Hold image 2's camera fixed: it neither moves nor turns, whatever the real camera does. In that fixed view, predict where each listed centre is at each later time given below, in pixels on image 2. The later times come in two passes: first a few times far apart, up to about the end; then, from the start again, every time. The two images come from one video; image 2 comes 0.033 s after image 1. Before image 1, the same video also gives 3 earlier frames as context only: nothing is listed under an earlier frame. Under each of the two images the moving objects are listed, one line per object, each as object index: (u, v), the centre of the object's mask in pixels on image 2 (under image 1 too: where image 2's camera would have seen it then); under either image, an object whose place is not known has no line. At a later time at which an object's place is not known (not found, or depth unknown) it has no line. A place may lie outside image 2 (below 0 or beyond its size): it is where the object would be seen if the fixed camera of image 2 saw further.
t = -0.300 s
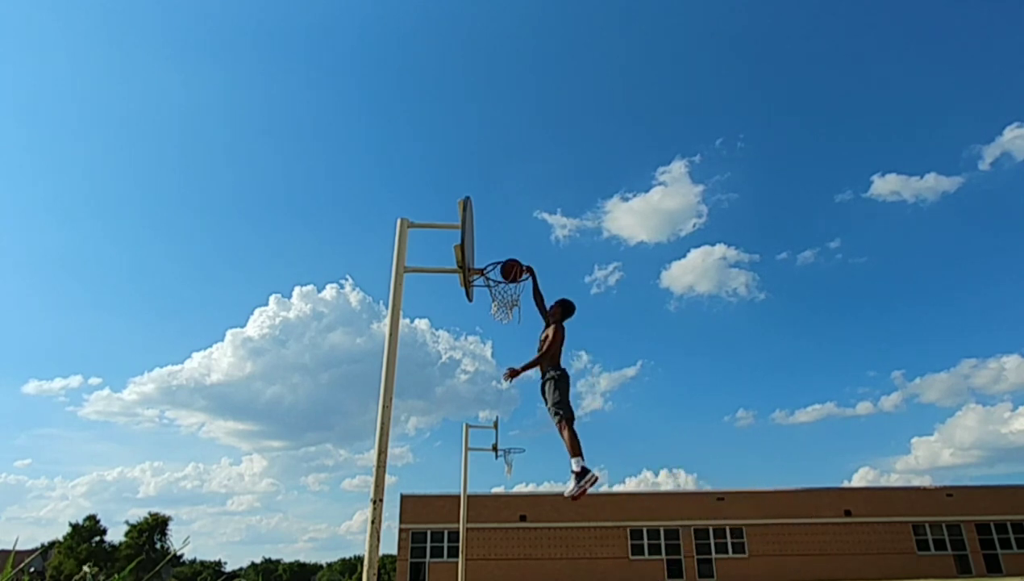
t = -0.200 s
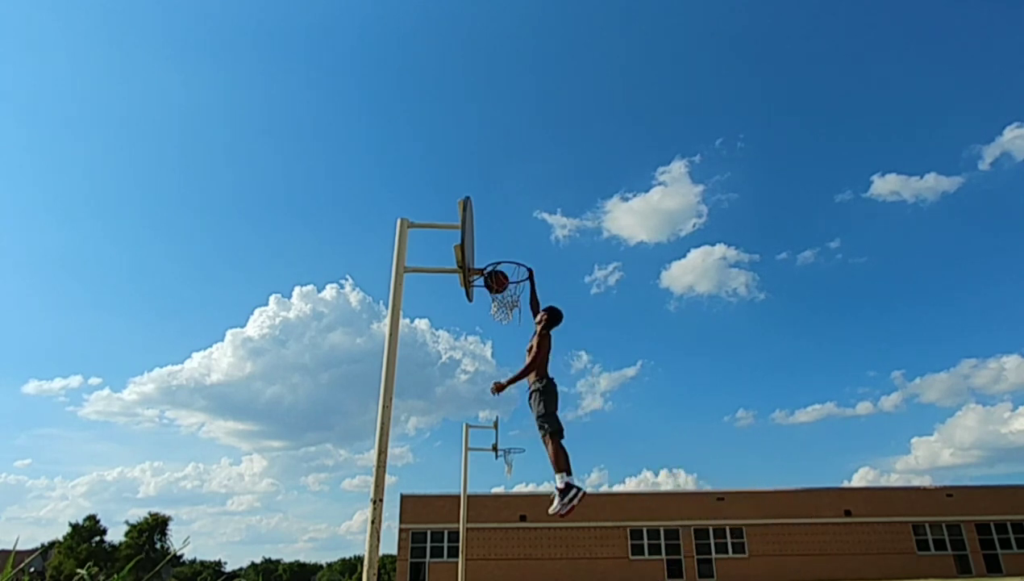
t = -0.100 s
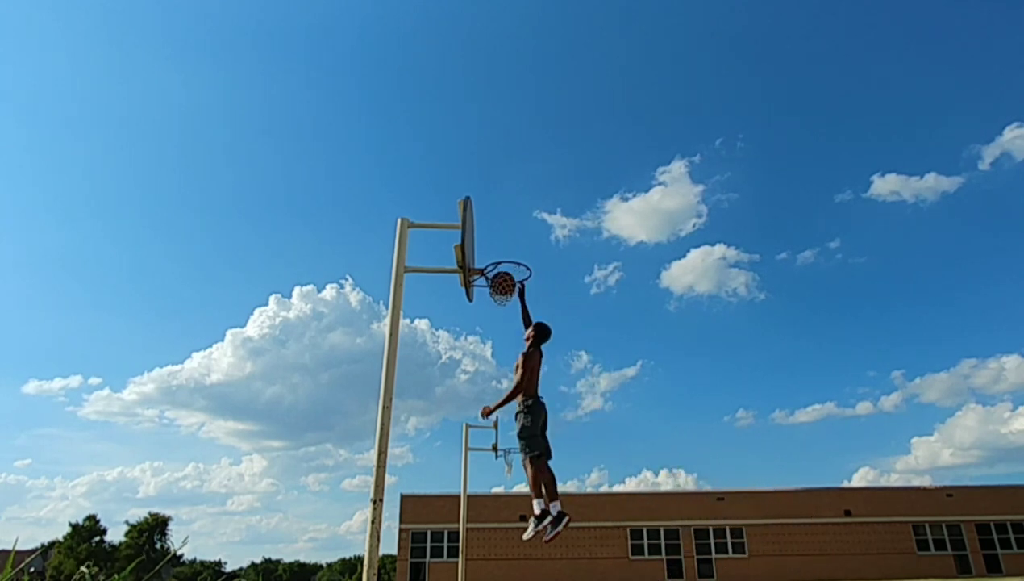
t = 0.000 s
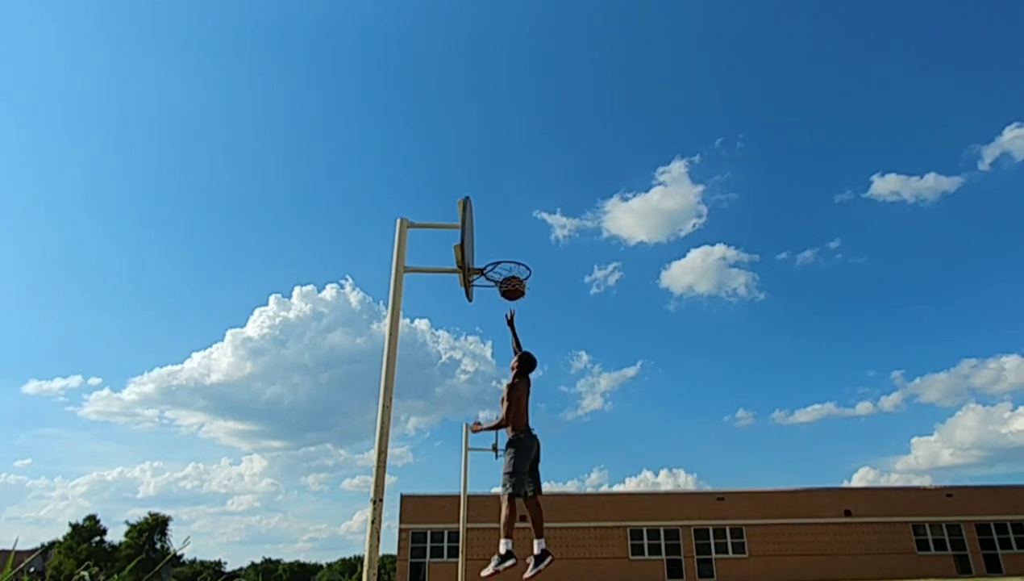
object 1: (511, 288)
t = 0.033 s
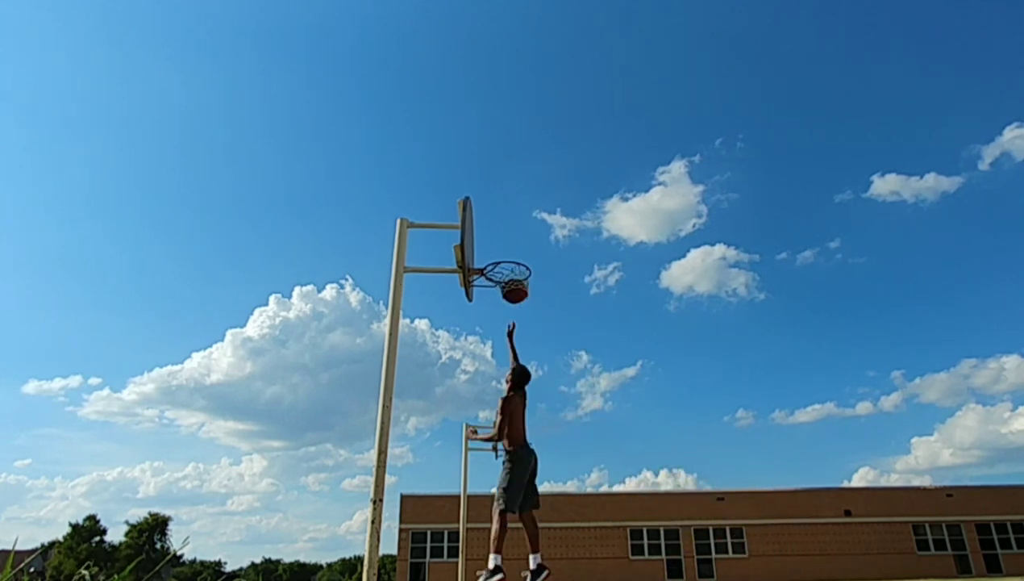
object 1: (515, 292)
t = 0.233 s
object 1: (528, 329)
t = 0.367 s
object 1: (536, 375)
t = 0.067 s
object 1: (517, 297)
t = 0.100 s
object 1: (519, 300)
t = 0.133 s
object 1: (521, 305)
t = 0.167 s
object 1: (523, 312)
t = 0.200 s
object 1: (525, 320)
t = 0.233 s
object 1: (528, 329)
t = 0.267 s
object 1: (529, 339)
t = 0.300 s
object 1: (532, 350)
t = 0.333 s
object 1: (534, 362)
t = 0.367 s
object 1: (536, 375)
